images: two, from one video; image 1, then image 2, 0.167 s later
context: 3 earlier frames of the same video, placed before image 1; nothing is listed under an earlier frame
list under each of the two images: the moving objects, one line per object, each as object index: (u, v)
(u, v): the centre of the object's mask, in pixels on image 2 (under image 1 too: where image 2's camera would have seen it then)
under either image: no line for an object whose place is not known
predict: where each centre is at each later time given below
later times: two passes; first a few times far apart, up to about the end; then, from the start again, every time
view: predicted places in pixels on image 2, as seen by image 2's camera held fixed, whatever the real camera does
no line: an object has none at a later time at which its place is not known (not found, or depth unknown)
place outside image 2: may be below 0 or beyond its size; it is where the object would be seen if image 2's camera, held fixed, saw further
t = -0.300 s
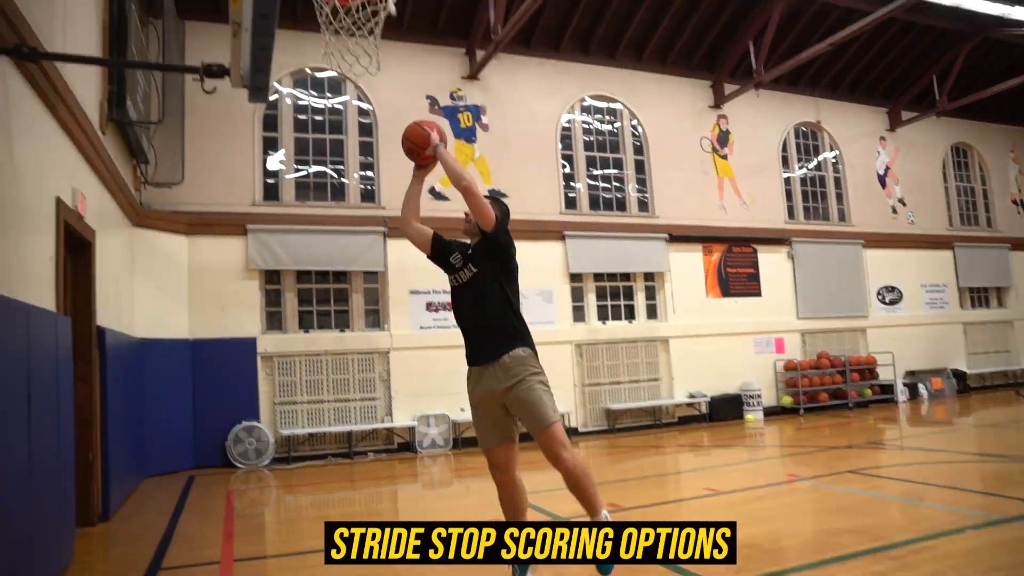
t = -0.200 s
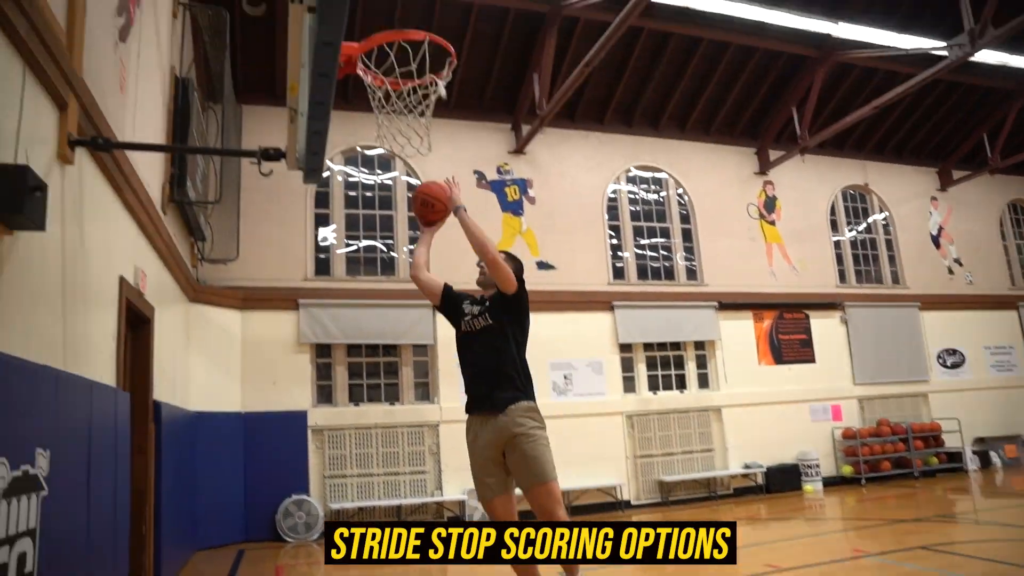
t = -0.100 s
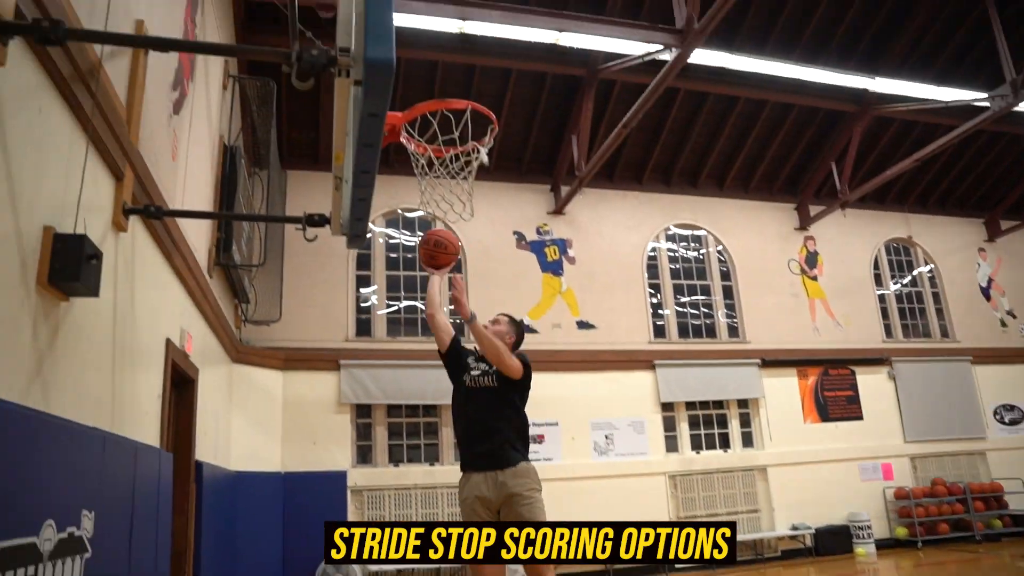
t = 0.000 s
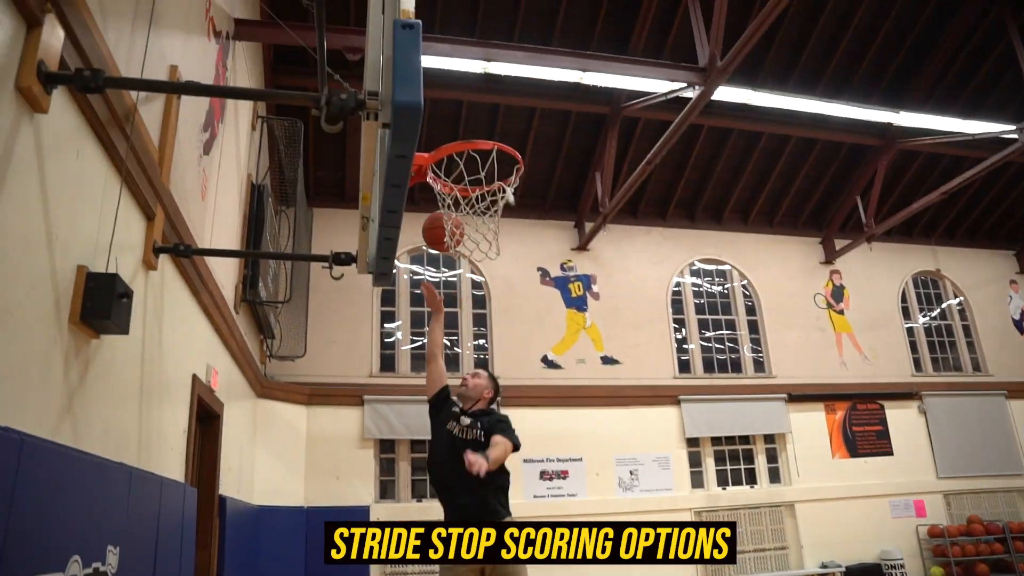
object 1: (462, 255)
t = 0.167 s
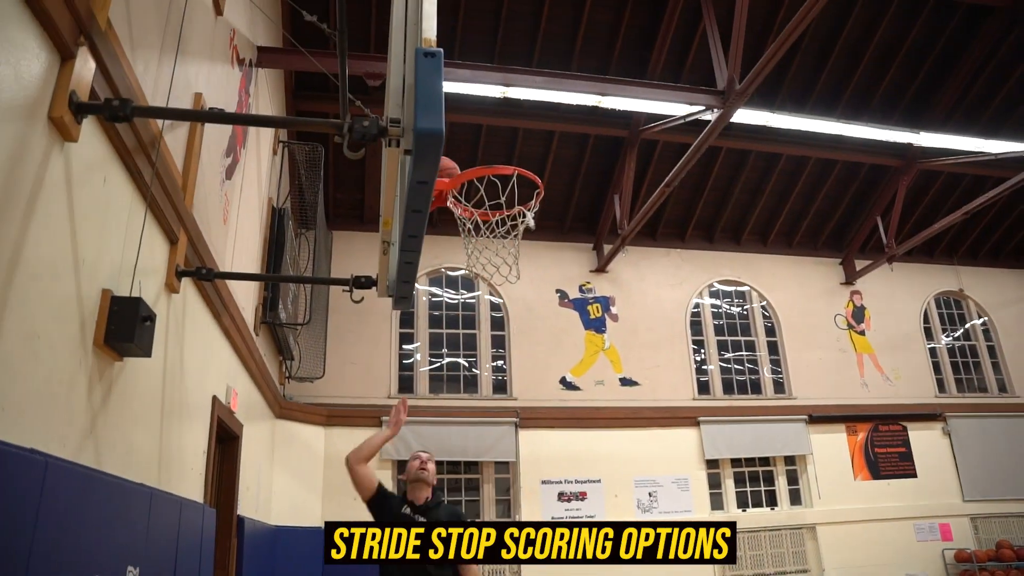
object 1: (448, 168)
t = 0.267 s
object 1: (460, 161)
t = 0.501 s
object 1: (524, 206)
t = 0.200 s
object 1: (452, 165)
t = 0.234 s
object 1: (456, 162)
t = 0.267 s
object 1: (460, 161)
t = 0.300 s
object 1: (468, 160)
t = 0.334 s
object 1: (479, 164)
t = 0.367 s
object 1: (491, 177)
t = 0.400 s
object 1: (498, 181)
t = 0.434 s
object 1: (507, 191)
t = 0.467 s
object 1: (515, 198)
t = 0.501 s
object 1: (524, 206)
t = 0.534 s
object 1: (529, 211)
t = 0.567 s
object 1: (529, 213)
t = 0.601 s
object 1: (529, 217)
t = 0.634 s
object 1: (528, 222)
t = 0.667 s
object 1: (526, 229)
